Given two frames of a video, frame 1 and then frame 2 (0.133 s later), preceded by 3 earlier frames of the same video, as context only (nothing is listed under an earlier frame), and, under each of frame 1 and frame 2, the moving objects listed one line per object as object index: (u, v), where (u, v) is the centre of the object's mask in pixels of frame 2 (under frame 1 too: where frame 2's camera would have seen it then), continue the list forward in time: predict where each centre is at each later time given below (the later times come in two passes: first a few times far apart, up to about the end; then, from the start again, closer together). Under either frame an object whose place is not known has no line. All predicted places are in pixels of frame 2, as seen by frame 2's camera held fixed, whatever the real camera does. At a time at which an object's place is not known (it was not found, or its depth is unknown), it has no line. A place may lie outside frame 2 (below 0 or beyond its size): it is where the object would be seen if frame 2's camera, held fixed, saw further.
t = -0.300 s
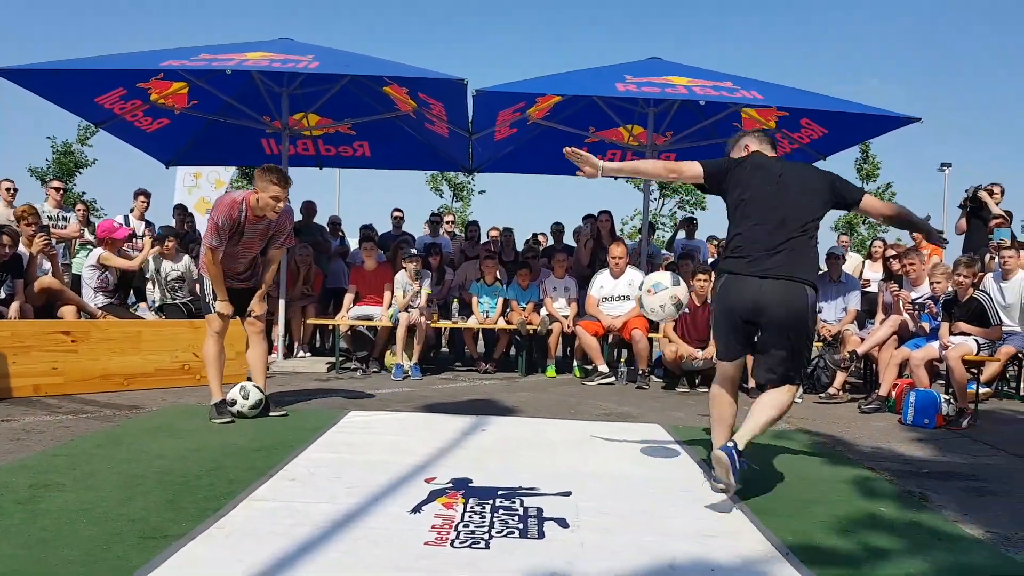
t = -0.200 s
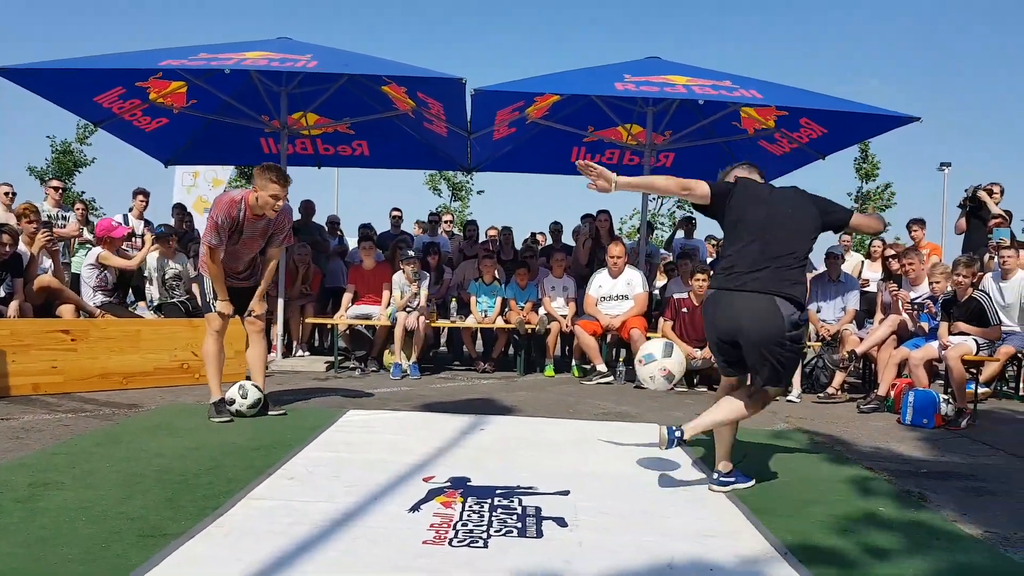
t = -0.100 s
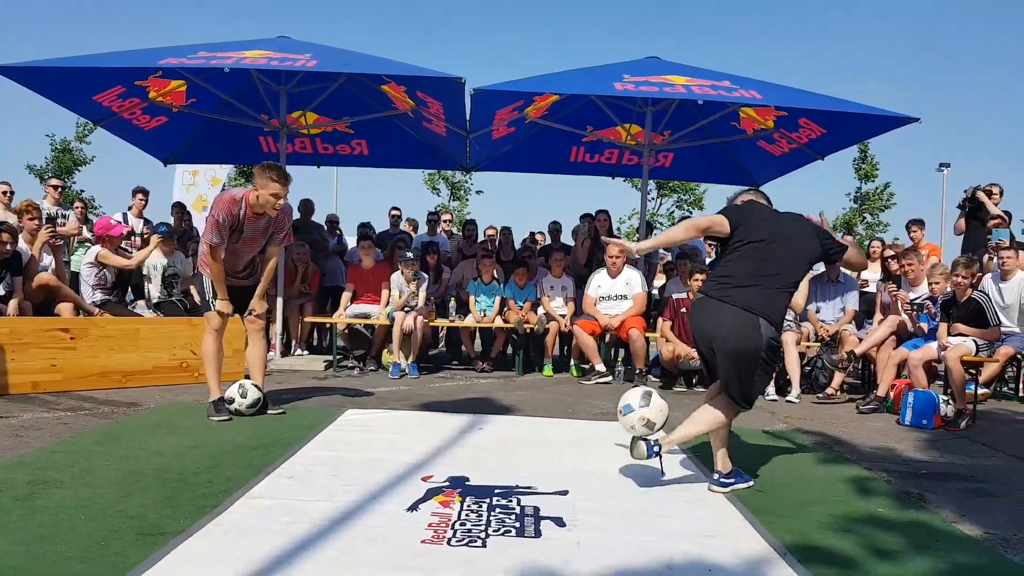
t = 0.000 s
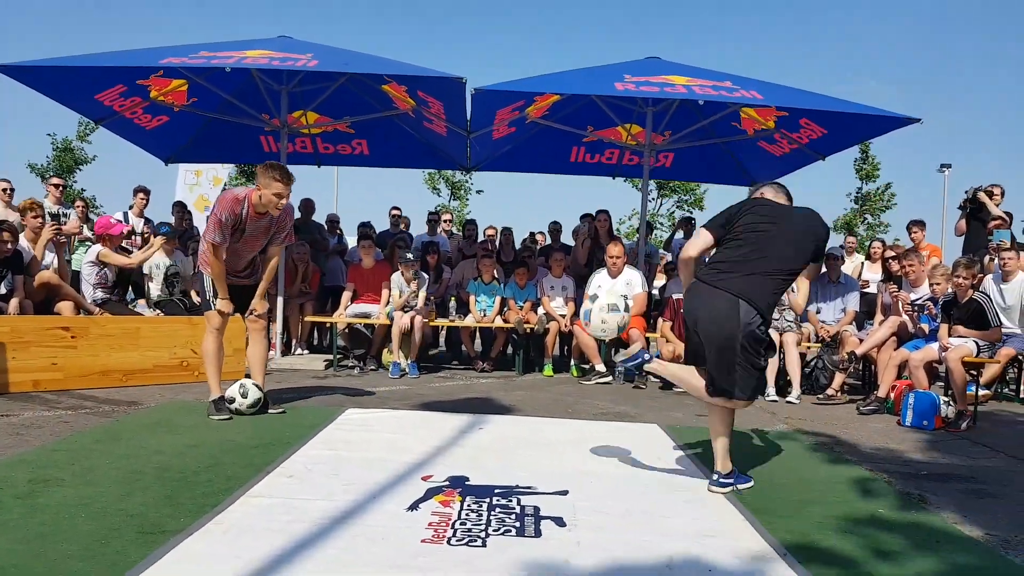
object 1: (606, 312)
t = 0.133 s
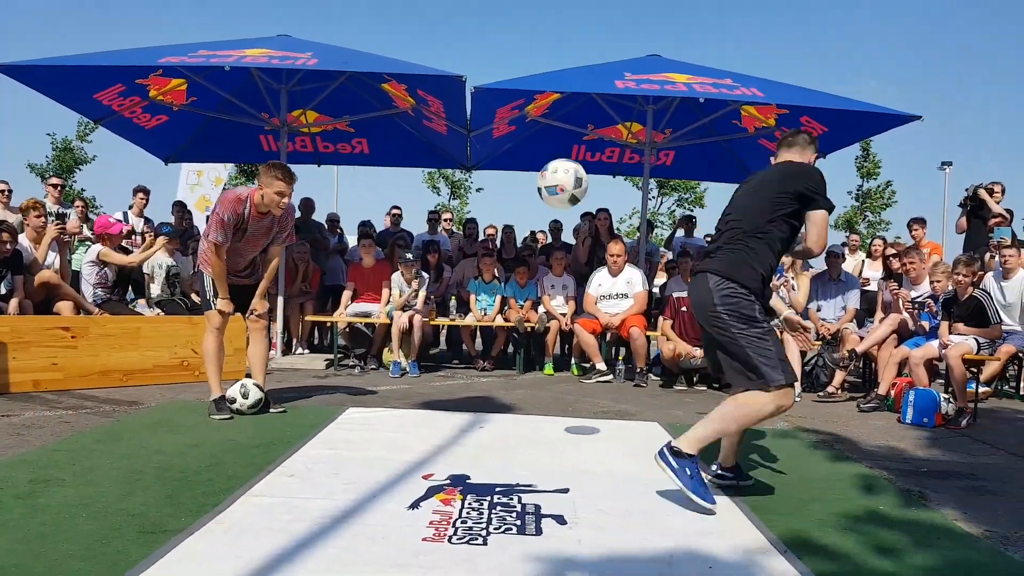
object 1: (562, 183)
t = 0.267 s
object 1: (516, 87)
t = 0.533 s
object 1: (416, 15)
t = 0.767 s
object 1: (318, 78)
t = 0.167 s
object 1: (551, 156)
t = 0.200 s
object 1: (540, 131)
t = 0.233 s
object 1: (528, 108)
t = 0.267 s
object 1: (516, 87)
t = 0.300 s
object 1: (505, 69)
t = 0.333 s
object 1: (493, 52)
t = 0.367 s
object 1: (480, 39)
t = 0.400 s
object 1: (468, 27)
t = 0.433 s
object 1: (455, 21)
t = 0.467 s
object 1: (443, 17)
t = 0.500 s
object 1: (429, 15)
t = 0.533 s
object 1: (416, 15)
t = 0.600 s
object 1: (389, 18)
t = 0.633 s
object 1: (375, 22)
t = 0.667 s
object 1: (361, 31)
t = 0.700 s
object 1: (346, 43)
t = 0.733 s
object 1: (332, 59)
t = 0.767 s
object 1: (318, 78)
